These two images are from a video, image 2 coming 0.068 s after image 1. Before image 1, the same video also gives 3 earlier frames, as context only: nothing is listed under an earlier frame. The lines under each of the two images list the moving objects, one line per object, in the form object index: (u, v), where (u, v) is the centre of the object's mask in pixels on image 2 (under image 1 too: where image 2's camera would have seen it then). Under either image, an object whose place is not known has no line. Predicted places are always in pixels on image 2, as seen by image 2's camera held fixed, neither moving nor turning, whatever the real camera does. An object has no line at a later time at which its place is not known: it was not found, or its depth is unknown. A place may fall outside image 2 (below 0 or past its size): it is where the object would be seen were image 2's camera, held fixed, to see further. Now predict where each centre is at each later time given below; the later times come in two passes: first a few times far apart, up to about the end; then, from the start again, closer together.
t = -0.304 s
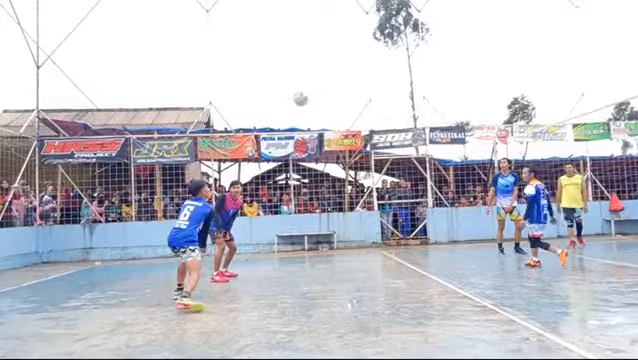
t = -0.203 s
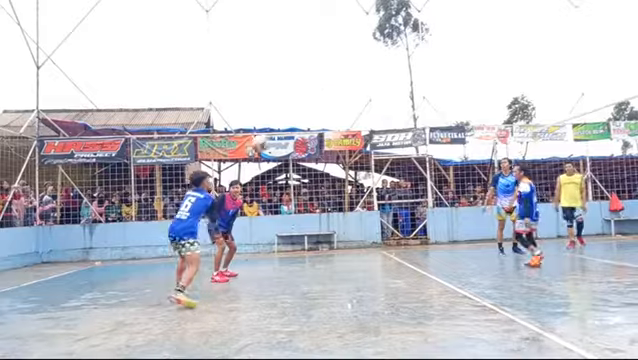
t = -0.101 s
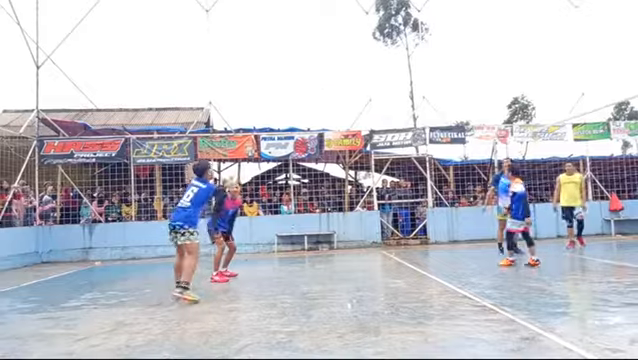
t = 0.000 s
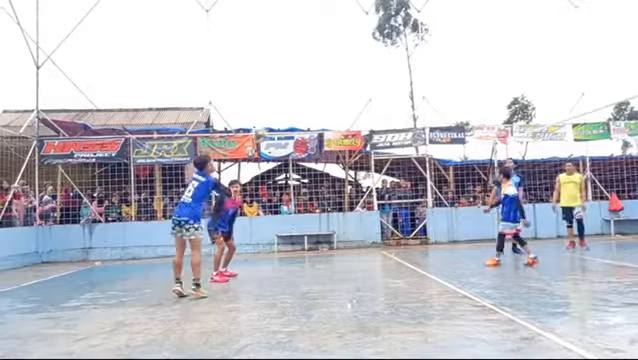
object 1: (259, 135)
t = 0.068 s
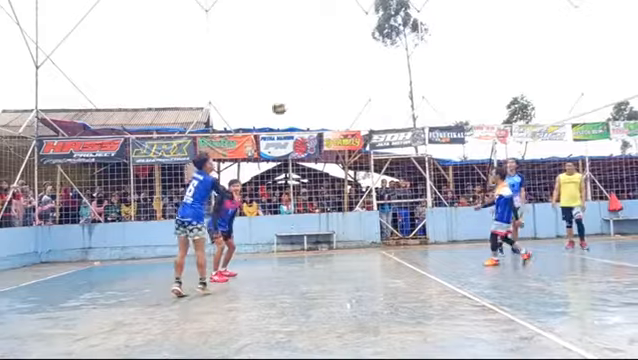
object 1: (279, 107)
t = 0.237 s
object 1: (331, 53)
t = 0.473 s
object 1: (405, 13)
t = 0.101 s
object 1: (289, 95)
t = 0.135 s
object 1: (299, 83)
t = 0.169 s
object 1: (309, 73)
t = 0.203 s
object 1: (320, 62)
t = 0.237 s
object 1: (331, 53)
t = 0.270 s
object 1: (342, 43)
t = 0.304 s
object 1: (353, 35)
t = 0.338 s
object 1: (364, 29)
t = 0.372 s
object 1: (374, 23)
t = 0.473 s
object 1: (405, 13)
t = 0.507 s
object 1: (416, 10)
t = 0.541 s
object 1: (427, 9)
